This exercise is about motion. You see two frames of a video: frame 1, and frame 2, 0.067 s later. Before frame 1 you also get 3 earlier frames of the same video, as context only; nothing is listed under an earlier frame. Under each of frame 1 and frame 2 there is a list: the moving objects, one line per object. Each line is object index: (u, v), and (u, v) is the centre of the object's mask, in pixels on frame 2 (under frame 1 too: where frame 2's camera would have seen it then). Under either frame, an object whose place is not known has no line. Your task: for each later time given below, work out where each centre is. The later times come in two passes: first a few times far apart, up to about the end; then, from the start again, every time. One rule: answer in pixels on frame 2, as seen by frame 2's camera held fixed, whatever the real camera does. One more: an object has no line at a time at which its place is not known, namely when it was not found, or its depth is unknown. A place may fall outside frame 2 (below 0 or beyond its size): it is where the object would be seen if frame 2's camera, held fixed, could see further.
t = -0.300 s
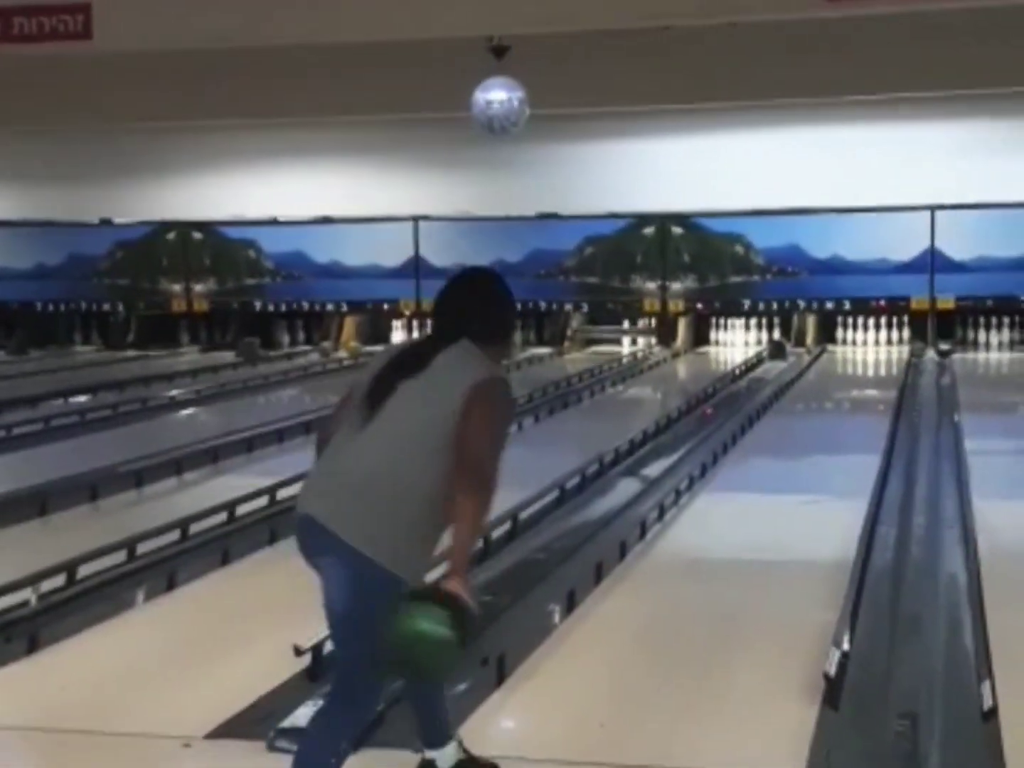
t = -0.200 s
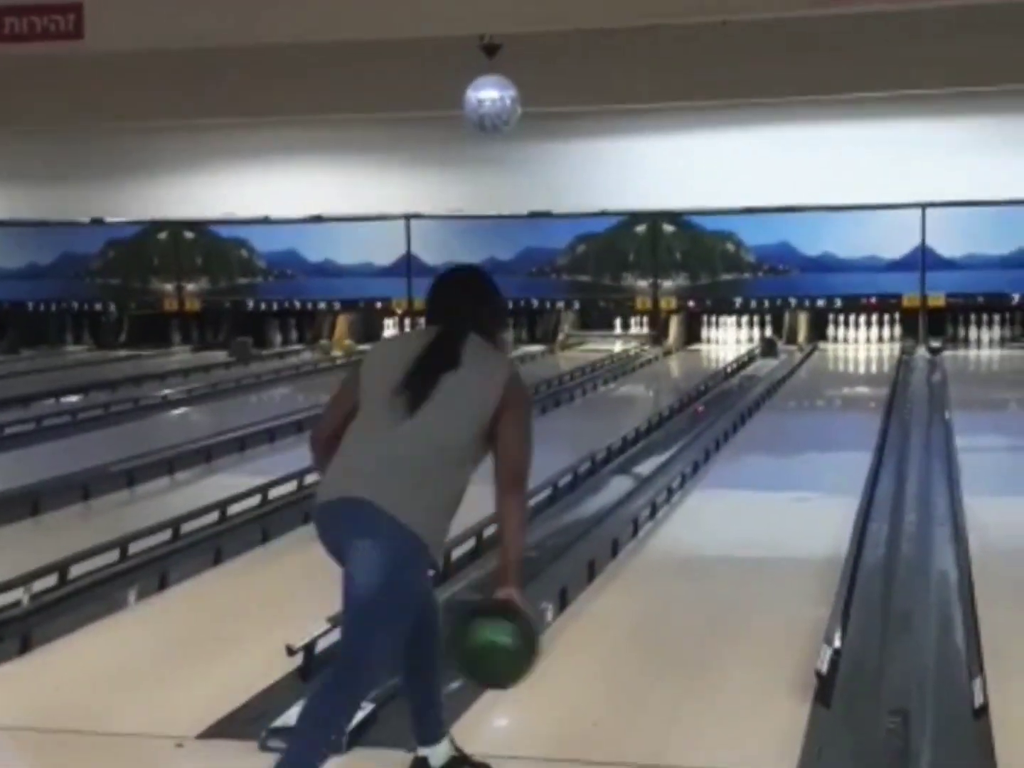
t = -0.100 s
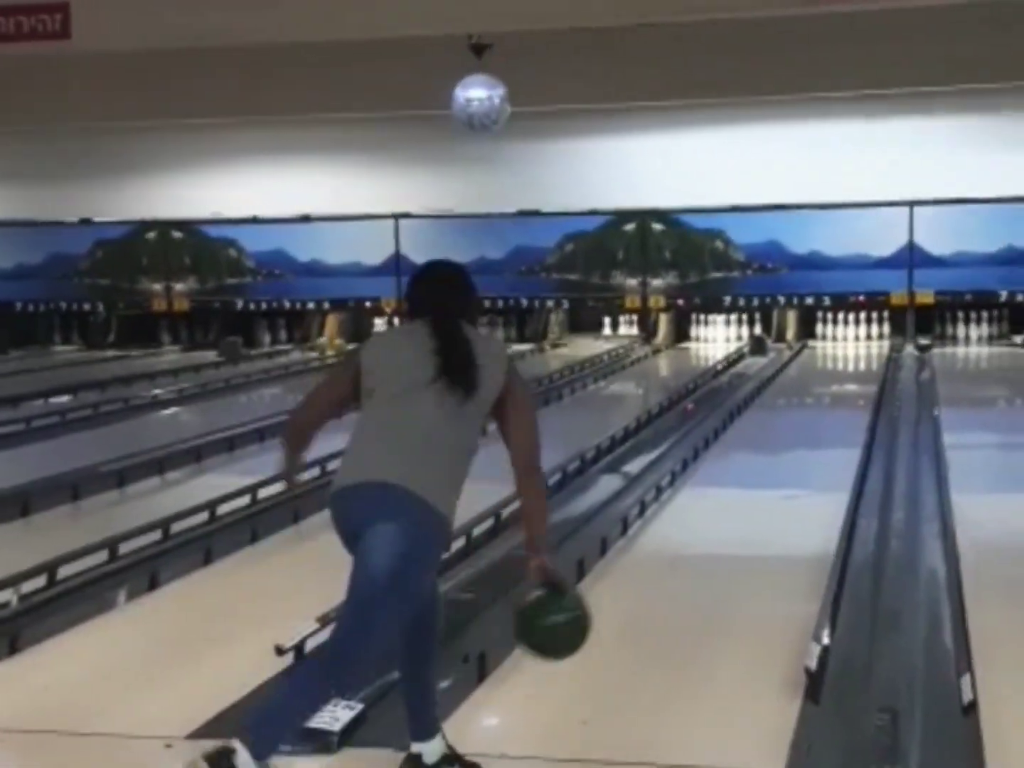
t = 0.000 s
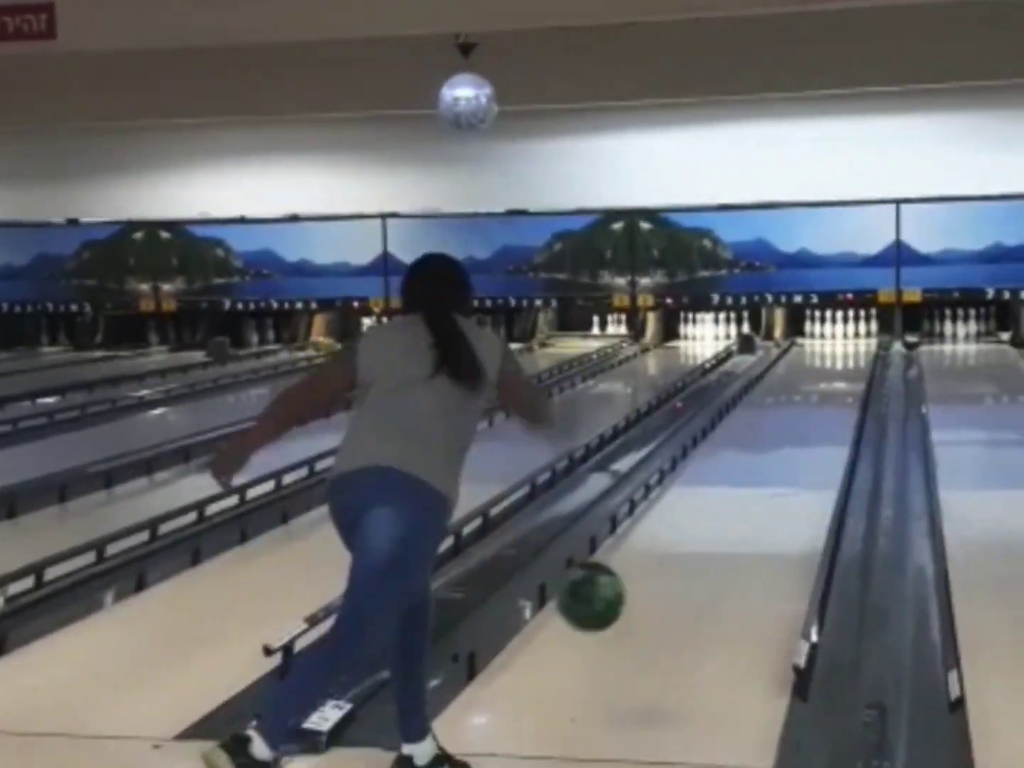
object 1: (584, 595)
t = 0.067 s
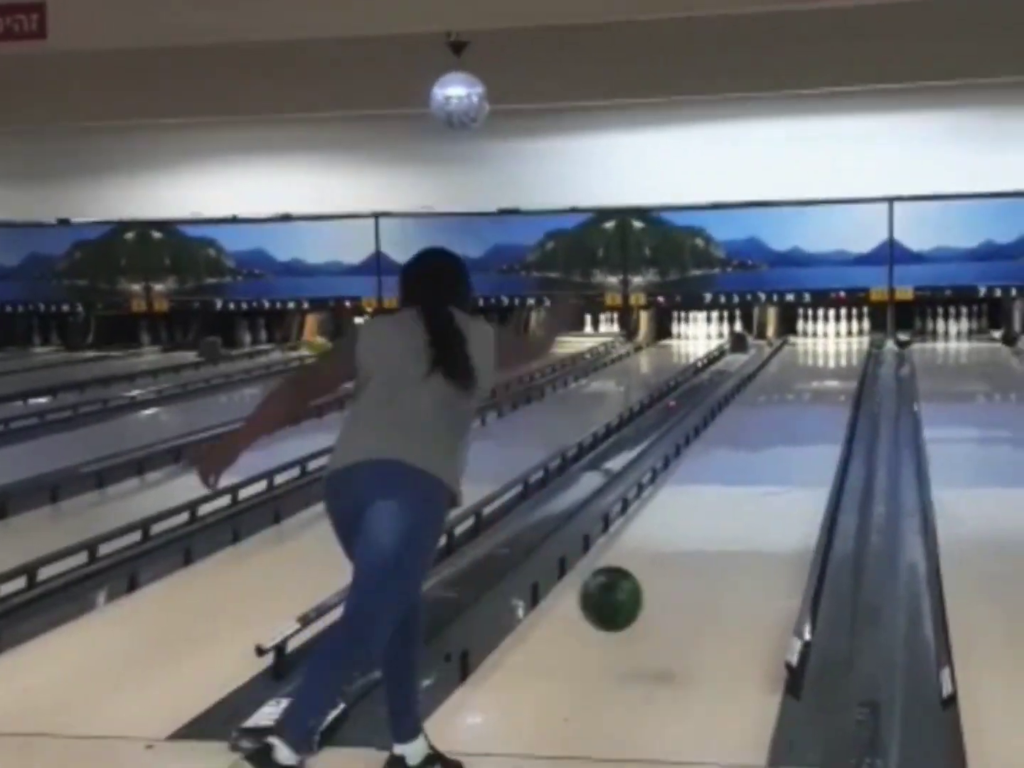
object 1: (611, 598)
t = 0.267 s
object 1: (674, 565)
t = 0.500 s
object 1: (723, 515)
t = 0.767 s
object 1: (761, 472)
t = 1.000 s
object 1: (785, 443)
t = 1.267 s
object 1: (805, 420)
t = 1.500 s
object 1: (820, 403)
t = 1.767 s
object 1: (834, 388)
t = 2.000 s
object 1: (843, 378)
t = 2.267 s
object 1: (851, 369)
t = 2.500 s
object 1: (851, 362)
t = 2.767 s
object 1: (850, 355)
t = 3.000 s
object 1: (851, 349)
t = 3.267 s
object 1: (851, 343)
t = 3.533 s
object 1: (853, 338)
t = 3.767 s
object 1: (854, 334)
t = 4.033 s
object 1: (854, 328)
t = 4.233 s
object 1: (864, 326)
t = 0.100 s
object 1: (623, 605)
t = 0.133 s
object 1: (635, 614)
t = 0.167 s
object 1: (646, 599)
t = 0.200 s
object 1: (656, 584)
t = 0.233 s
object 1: (665, 573)
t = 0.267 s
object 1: (674, 565)
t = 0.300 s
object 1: (682, 560)
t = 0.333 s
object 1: (690, 554)
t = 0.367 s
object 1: (697, 546)
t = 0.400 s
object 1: (704, 538)
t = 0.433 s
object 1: (711, 530)
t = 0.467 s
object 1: (717, 522)
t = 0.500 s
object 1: (723, 515)
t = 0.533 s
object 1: (728, 509)
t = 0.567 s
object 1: (734, 502)
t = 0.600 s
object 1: (739, 497)
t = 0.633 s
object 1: (744, 491)
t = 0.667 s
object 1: (748, 486)
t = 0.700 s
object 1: (752, 481)
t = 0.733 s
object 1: (756, 476)
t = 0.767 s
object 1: (761, 472)
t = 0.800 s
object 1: (764, 468)
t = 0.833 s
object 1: (768, 463)
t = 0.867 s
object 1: (772, 459)
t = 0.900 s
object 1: (775, 455)
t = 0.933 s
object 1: (779, 451)
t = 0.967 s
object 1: (781, 447)
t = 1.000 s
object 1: (785, 443)
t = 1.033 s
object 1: (788, 440)
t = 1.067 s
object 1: (791, 437)
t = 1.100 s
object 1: (793, 434)
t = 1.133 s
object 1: (796, 431)
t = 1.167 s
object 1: (798, 428)
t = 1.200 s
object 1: (801, 425)
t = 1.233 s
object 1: (803, 422)
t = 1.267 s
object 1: (805, 420)
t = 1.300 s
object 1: (807, 417)
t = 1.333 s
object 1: (810, 414)
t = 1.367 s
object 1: (812, 412)
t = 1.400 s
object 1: (814, 410)
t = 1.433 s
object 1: (816, 407)
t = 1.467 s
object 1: (818, 405)
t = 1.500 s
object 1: (820, 403)
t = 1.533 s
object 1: (822, 401)
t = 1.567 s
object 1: (824, 399)
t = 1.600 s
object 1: (825, 397)
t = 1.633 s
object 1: (827, 395)
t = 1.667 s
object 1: (829, 394)
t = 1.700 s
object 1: (830, 392)
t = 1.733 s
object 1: (832, 390)
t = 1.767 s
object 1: (834, 388)
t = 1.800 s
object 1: (835, 387)
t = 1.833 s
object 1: (836, 386)
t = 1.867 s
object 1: (838, 383)
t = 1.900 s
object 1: (839, 382)
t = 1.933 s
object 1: (841, 381)
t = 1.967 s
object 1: (842, 380)
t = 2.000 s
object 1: (843, 378)
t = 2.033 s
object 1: (844, 377)
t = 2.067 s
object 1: (846, 376)
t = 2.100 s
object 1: (847, 374)
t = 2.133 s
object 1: (848, 373)
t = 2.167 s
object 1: (850, 372)
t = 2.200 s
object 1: (850, 371)
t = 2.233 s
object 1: (851, 370)
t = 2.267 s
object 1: (851, 369)
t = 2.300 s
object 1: (850, 368)
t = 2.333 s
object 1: (851, 367)
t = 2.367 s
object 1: (851, 365)
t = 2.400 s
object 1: (851, 365)
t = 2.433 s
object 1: (851, 364)
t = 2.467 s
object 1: (851, 363)
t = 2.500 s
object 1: (851, 362)
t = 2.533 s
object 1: (850, 361)
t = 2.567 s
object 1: (851, 360)
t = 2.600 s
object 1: (851, 359)
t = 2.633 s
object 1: (851, 358)
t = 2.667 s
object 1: (850, 357)
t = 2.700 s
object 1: (850, 356)
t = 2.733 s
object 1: (851, 355)
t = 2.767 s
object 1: (850, 355)
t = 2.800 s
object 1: (851, 354)
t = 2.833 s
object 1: (851, 353)
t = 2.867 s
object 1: (851, 352)
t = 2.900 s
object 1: (851, 351)
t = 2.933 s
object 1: (851, 350)
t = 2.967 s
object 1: (851, 350)
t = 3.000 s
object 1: (851, 349)
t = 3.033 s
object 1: (851, 348)
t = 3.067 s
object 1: (851, 347)
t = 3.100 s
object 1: (852, 346)
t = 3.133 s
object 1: (851, 345)
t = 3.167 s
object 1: (852, 345)
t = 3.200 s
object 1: (852, 344)
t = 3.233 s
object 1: (852, 343)
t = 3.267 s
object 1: (851, 343)
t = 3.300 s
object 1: (852, 342)
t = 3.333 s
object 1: (852, 342)
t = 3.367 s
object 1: (852, 341)
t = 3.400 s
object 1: (852, 340)
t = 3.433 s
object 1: (852, 339)
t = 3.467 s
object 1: (852, 339)
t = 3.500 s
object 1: (852, 338)
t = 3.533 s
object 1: (853, 338)
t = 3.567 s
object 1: (853, 337)
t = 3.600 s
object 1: (853, 336)
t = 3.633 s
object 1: (853, 336)
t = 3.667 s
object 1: (854, 334)
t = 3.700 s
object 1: (853, 334)
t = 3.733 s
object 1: (854, 334)
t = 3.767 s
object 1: (854, 334)
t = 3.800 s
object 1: (854, 334)
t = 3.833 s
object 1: (855, 332)
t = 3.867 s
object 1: (854, 331)
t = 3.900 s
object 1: (855, 332)
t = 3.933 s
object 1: (854, 331)
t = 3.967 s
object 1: (854, 331)
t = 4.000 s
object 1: (854, 329)
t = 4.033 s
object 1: (854, 328)
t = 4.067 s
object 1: (855, 328)
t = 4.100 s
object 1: (856, 328)
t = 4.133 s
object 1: (856, 327)
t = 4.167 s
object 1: (860, 327)
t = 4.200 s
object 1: (863, 327)
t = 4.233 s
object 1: (864, 326)
